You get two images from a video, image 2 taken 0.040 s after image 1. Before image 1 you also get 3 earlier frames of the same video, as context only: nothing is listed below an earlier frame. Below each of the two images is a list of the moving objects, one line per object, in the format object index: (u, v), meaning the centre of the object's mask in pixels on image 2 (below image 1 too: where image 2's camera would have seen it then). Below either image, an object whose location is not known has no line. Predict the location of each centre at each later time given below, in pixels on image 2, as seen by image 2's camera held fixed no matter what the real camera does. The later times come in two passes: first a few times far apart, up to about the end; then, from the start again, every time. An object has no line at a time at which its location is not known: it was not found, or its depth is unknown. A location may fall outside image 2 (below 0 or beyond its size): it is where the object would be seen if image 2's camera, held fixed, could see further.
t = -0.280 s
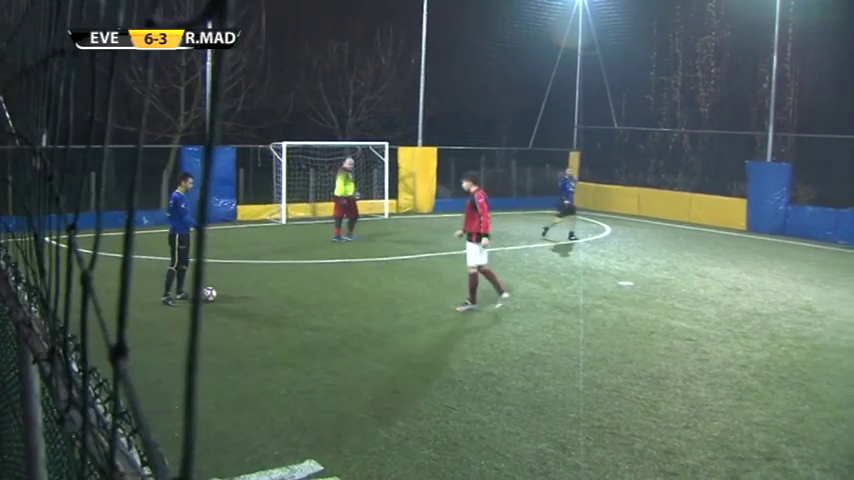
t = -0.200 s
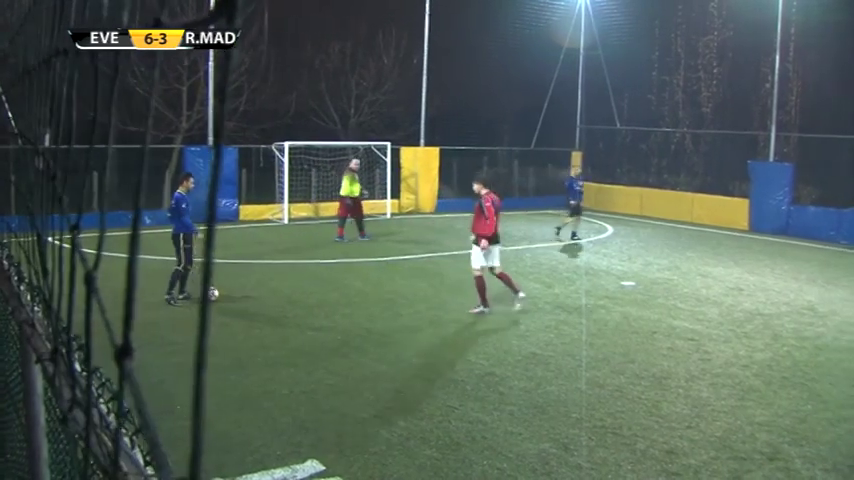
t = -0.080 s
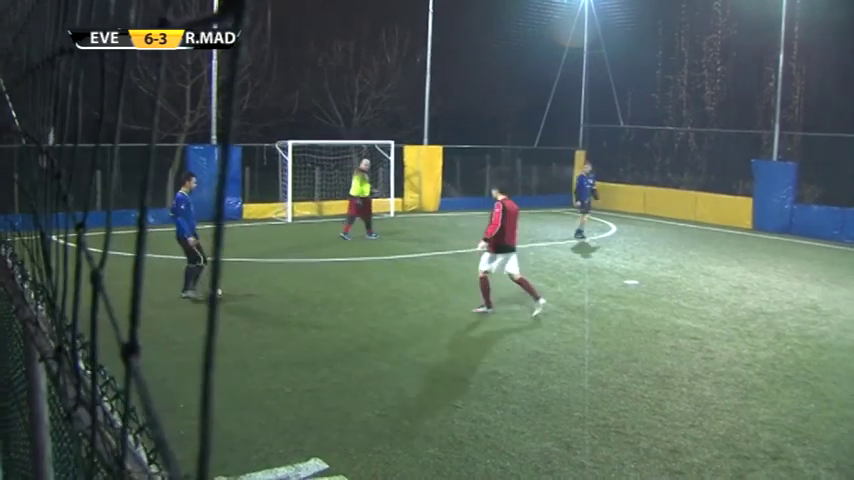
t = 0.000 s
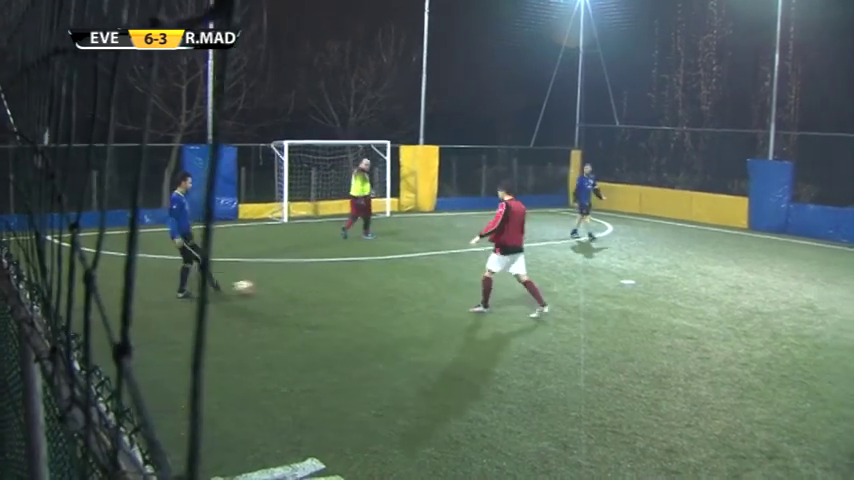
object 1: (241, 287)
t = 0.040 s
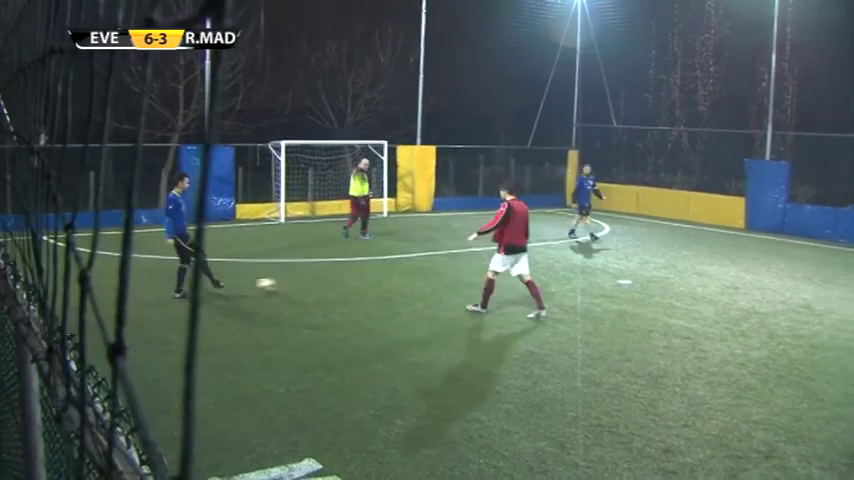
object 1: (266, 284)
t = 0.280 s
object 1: (396, 273)
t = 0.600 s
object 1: (512, 263)
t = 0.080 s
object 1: (290, 283)
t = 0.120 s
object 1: (314, 283)
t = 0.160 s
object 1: (336, 280)
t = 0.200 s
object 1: (356, 277)
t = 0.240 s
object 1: (376, 275)
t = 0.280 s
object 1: (396, 273)
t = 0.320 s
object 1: (415, 274)
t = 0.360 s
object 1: (431, 269)
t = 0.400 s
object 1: (446, 266)
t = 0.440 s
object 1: (460, 263)
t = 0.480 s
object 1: (474, 262)
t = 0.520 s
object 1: (488, 261)
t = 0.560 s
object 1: (501, 262)
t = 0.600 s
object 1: (512, 263)
